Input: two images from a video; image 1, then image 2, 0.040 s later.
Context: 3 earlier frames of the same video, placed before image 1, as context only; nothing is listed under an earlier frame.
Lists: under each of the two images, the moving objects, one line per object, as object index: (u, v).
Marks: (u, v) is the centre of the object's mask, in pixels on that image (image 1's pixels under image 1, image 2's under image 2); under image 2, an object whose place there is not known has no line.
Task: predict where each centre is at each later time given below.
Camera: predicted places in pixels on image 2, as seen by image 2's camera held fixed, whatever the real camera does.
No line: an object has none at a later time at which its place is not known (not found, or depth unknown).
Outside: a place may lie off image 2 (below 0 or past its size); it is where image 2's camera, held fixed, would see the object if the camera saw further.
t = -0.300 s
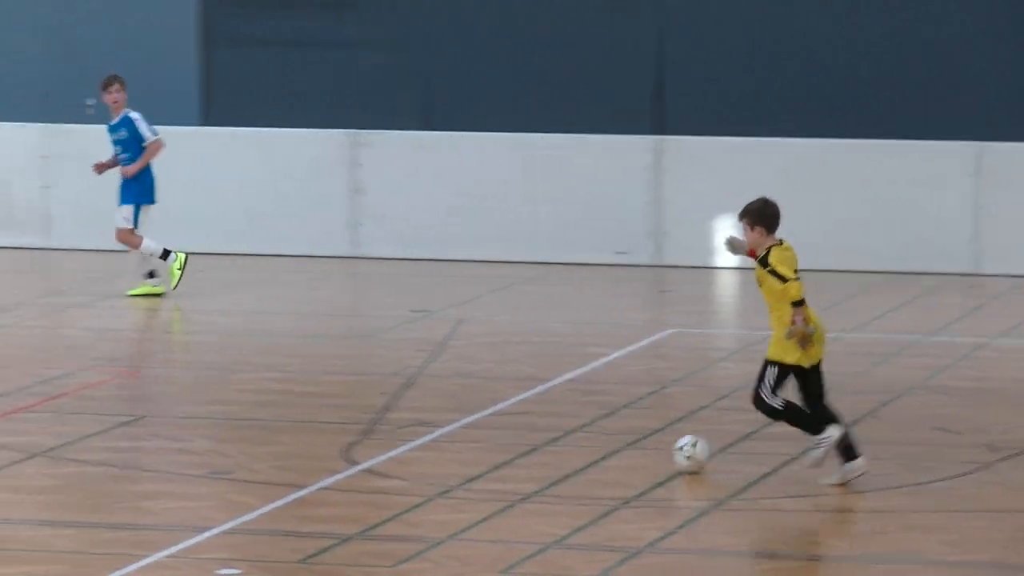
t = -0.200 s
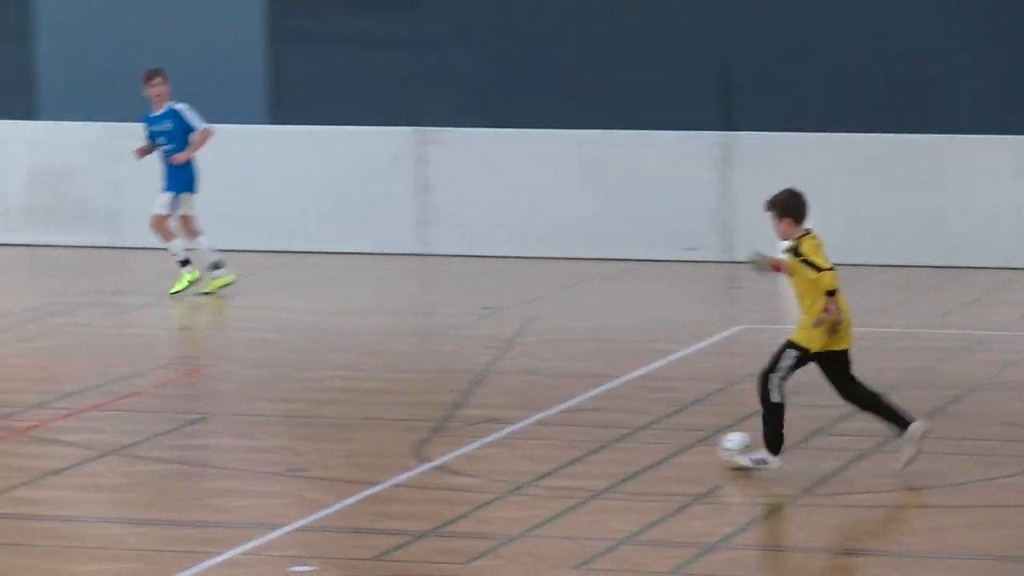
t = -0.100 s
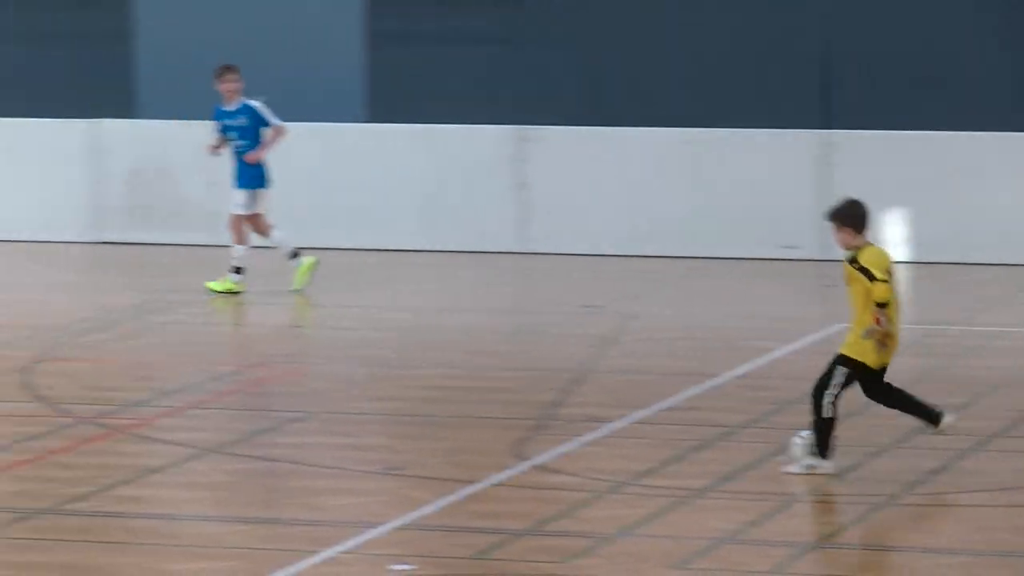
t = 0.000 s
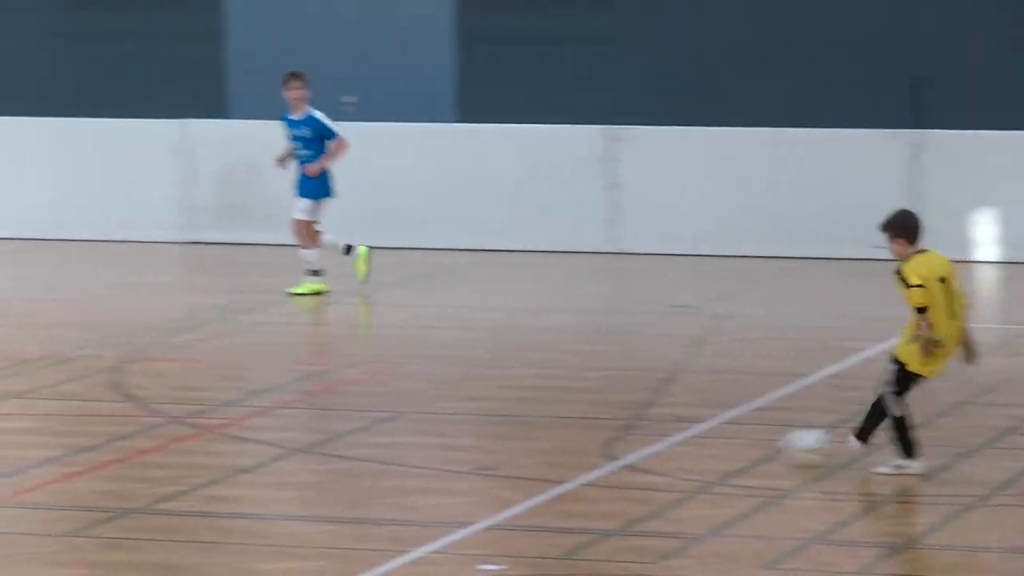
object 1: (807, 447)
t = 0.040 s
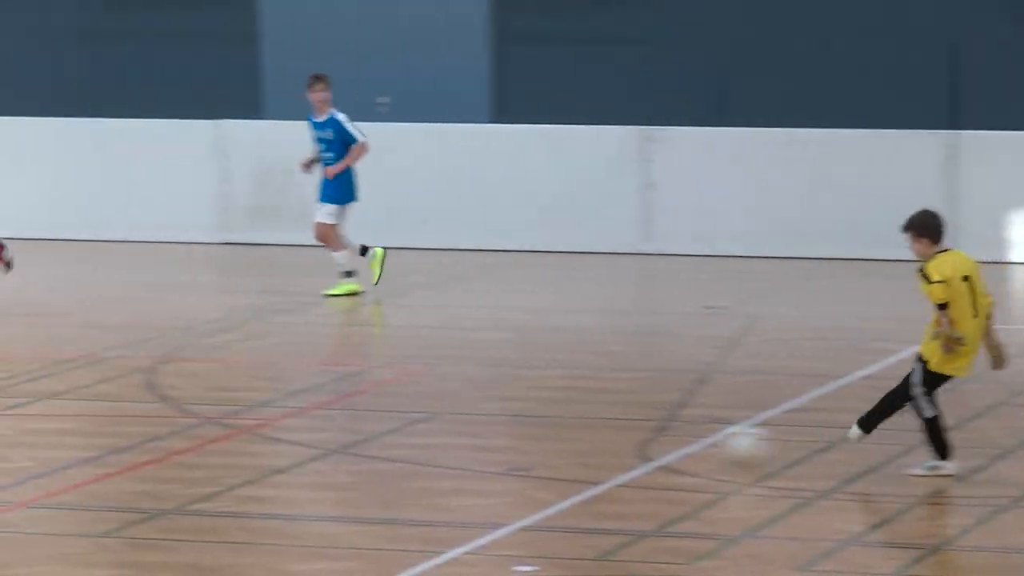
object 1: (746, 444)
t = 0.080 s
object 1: (647, 444)
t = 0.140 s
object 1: (513, 443)
